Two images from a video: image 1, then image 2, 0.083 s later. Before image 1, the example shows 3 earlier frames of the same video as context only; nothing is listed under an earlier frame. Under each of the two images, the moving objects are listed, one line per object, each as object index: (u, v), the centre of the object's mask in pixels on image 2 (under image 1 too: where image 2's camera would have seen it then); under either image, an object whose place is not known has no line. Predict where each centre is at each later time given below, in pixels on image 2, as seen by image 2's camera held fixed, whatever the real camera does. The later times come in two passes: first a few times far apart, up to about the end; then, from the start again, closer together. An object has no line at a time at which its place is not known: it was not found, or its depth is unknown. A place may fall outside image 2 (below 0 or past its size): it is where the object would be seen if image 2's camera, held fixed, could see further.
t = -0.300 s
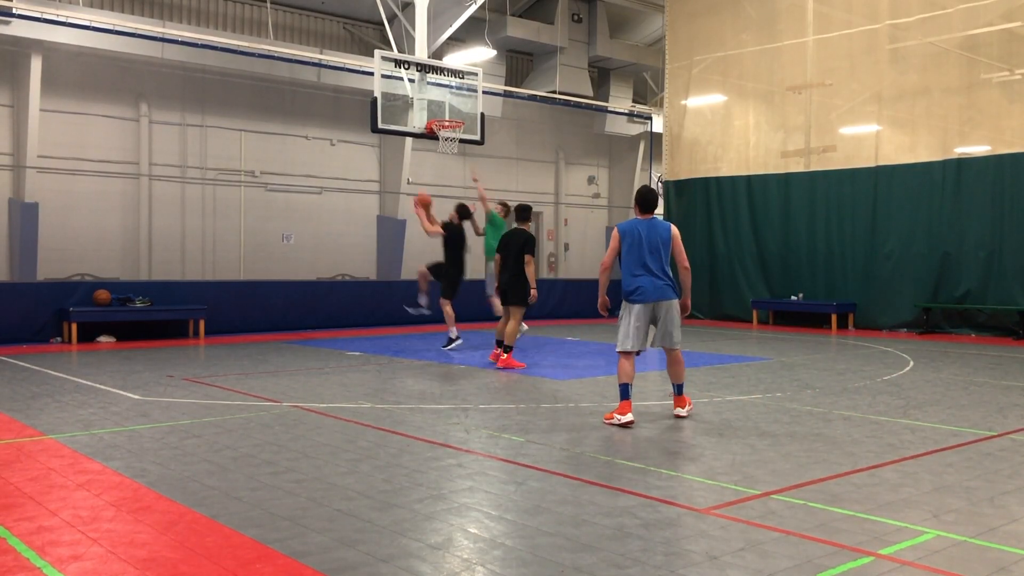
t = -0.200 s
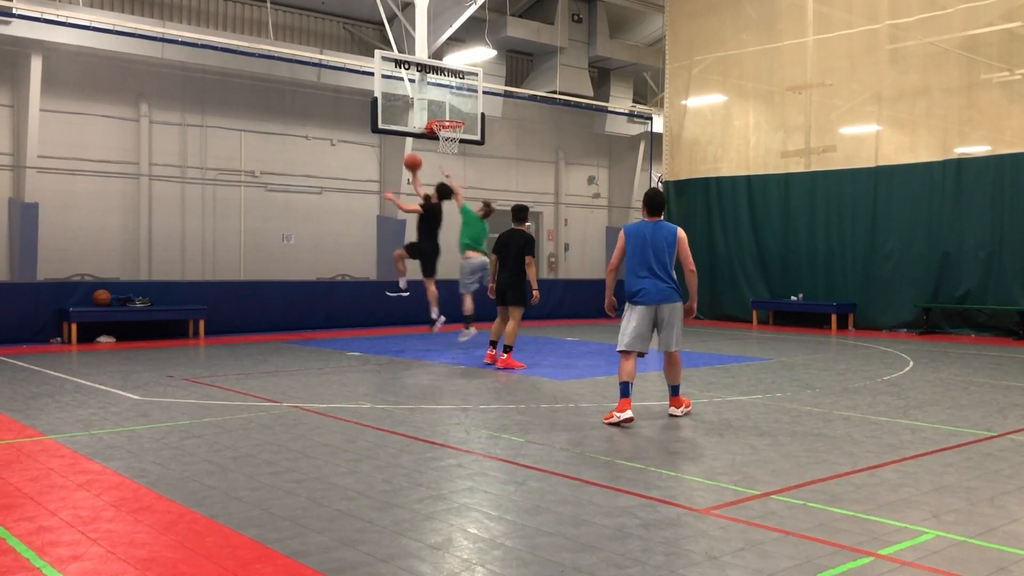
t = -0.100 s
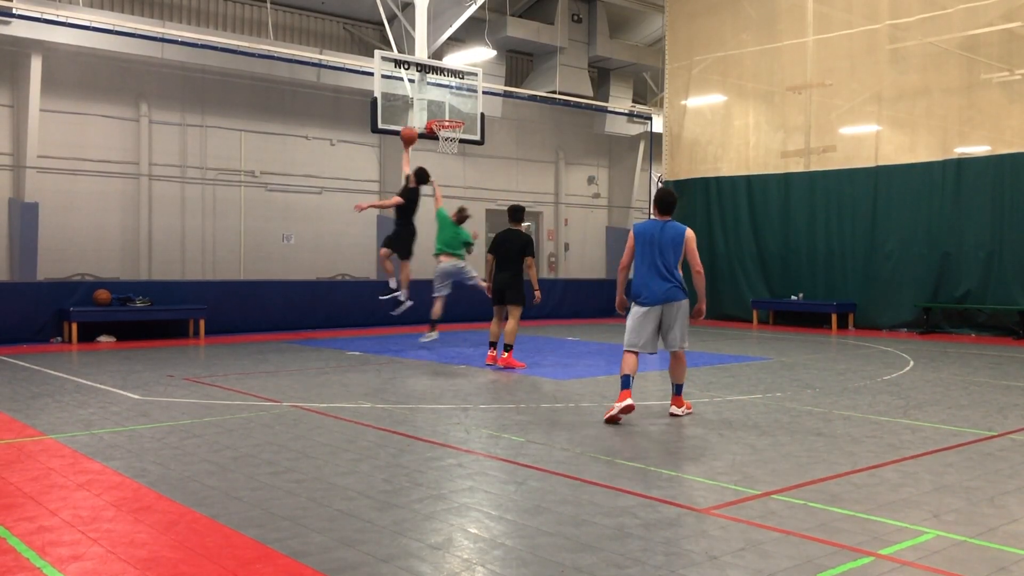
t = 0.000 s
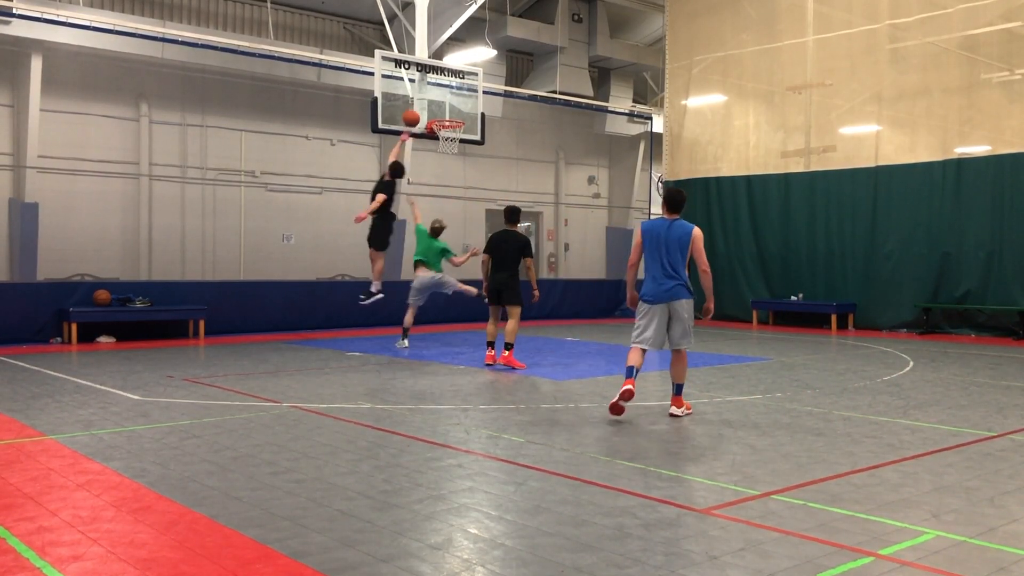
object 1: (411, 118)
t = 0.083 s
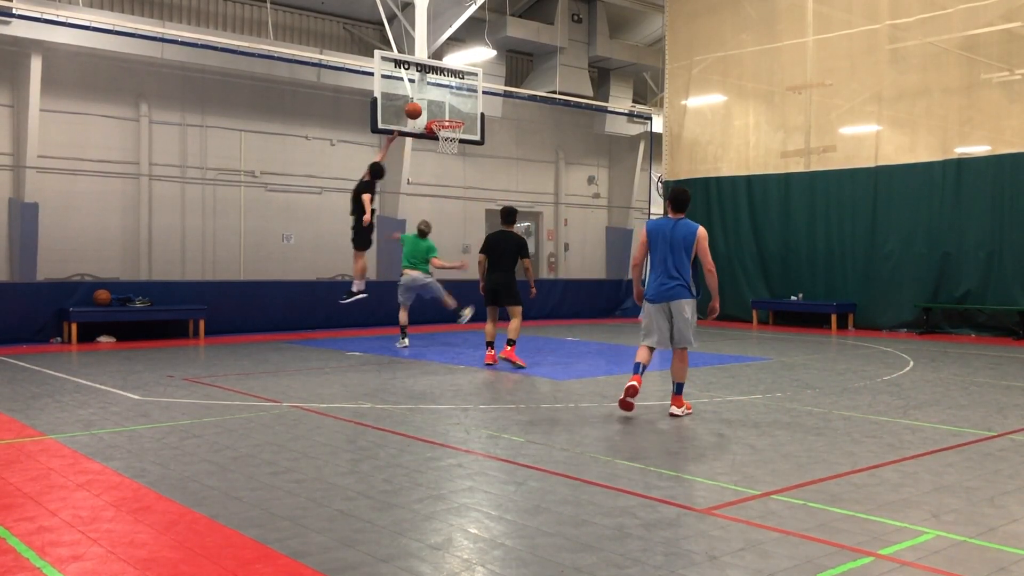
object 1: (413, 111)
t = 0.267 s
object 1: (426, 106)
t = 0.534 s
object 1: (439, 111)
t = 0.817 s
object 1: (448, 153)
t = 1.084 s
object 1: (452, 219)
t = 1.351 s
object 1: (456, 333)
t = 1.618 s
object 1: (461, 255)
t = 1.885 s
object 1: (467, 225)
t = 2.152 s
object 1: (472, 240)
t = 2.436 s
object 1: (477, 306)
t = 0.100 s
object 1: (414, 110)
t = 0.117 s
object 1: (415, 109)
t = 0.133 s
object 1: (416, 108)
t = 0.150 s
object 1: (417, 107)
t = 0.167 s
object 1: (419, 106)
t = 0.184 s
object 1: (419, 105)
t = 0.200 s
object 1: (420, 105)
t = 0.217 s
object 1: (422, 105)
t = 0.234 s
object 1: (423, 105)
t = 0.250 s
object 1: (425, 106)
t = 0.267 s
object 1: (426, 106)
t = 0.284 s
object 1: (427, 107)
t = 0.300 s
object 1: (429, 108)
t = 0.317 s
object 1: (430, 109)
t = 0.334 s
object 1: (431, 111)
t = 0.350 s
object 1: (433, 111)
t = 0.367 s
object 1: (433, 111)
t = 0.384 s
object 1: (434, 110)
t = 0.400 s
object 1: (434, 110)
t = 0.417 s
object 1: (435, 109)
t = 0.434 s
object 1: (435, 109)
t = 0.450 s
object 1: (436, 109)
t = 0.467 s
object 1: (436, 108)
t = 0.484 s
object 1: (437, 109)
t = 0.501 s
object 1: (438, 109)
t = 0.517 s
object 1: (438, 109)
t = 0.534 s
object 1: (439, 111)
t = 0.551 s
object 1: (439, 111)
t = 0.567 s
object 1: (440, 112)
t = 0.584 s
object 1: (441, 113)
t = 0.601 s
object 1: (442, 114)
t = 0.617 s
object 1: (442, 114)
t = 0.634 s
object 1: (443, 119)
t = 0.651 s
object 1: (442, 119)
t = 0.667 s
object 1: (443, 124)
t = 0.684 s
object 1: (445, 129)
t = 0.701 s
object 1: (444, 130)
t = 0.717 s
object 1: (447, 132)
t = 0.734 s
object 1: (447, 135)
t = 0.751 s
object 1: (447, 137)
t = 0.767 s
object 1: (447, 140)
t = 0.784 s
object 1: (448, 144)
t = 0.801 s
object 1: (447, 147)
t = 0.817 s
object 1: (448, 153)
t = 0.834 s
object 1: (448, 154)
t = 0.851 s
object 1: (448, 156)
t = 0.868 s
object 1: (449, 159)
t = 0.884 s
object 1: (449, 162)
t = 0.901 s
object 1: (450, 165)
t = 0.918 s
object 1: (450, 169)
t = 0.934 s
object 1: (450, 174)
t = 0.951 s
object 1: (450, 178)
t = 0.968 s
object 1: (451, 183)
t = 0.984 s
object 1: (451, 187)
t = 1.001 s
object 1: (451, 192)
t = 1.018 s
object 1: (452, 197)
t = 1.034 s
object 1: (452, 202)
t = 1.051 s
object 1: (452, 207)
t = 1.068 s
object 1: (452, 213)
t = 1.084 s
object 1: (452, 219)
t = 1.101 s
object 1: (453, 224)
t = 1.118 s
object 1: (453, 230)
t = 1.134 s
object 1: (453, 237)
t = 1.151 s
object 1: (453, 243)
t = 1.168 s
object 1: (453, 249)
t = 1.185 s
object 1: (454, 256)
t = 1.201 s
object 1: (454, 264)
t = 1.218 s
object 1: (454, 270)
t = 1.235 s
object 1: (454, 277)
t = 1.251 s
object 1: (454, 285)
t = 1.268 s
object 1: (455, 291)
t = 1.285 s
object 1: (455, 299)
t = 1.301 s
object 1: (455, 307)
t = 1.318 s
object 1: (455, 316)
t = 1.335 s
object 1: (456, 324)
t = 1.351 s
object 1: (456, 333)
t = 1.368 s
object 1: (456, 329)
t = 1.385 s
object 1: (456, 322)
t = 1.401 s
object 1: (457, 316)
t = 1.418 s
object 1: (457, 310)
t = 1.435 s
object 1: (458, 304)
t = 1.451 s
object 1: (458, 298)
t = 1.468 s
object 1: (458, 294)
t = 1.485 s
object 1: (459, 288)
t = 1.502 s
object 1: (459, 284)
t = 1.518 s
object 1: (459, 279)
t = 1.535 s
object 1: (460, 275)
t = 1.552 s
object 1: (460, 271)
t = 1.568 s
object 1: (460, 267)
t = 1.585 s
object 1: (461, 263)
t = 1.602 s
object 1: (461, 259)
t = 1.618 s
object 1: (461, 255)
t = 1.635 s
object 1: (461, 252)
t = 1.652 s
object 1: (462, 249)
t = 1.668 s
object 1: (462, 246)
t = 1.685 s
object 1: (463, 243)
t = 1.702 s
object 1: (463, 241)
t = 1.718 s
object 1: (463, 238)
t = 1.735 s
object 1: (464, 236)
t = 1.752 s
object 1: (464, 234)
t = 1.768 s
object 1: (464, 232)
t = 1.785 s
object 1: (465, 230)
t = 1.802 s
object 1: (465, 229)
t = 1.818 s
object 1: (465, 228)
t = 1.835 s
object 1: (466, 226)
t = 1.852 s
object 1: (466, 226)
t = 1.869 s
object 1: (466, 225)
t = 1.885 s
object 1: (467, 225)
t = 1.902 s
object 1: (467, 224)
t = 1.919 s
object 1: (467, 224)
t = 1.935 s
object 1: (468, 224)
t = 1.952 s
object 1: (468, 224)
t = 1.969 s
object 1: (468, 224)
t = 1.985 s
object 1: (469, 225)
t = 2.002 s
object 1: (469, 226)
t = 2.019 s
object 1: (469, 226)
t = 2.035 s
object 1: (469, 228)
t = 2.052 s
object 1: (470, 229)
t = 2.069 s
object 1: (470, 230)
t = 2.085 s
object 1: (470, 232)
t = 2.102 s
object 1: (471, 234)
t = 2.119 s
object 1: (471, 235)
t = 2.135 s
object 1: (471, 238)
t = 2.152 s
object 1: (472, 240)
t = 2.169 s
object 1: (472, 242)
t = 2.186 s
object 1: (472, 245)
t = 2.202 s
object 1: (472, 248)
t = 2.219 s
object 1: (473, 251)
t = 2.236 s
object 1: (473, 254)
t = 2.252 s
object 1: (473, 258)
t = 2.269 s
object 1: (474, 262)
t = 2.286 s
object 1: (474, 265)
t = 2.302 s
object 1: (474, 269)
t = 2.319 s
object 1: (474, 273)
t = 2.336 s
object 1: (475, 276)
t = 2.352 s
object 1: (476, 281)
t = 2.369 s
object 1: (476, 286)
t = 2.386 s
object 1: (476, 290)
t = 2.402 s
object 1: (476, 295)
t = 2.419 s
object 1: (476, 300)
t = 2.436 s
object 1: (477, 306)
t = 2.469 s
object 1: (477, 317)
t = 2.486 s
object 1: (477, 323)
